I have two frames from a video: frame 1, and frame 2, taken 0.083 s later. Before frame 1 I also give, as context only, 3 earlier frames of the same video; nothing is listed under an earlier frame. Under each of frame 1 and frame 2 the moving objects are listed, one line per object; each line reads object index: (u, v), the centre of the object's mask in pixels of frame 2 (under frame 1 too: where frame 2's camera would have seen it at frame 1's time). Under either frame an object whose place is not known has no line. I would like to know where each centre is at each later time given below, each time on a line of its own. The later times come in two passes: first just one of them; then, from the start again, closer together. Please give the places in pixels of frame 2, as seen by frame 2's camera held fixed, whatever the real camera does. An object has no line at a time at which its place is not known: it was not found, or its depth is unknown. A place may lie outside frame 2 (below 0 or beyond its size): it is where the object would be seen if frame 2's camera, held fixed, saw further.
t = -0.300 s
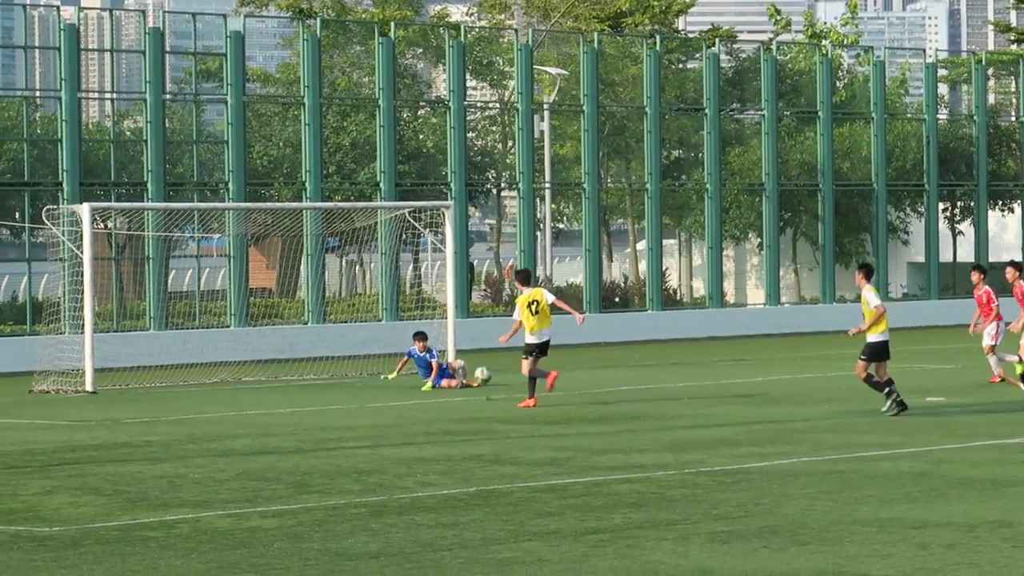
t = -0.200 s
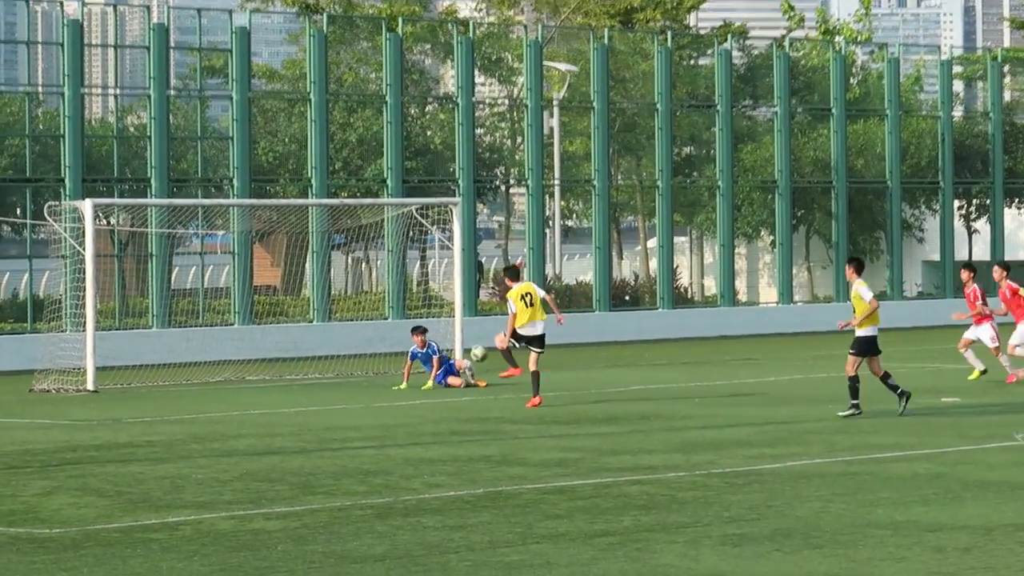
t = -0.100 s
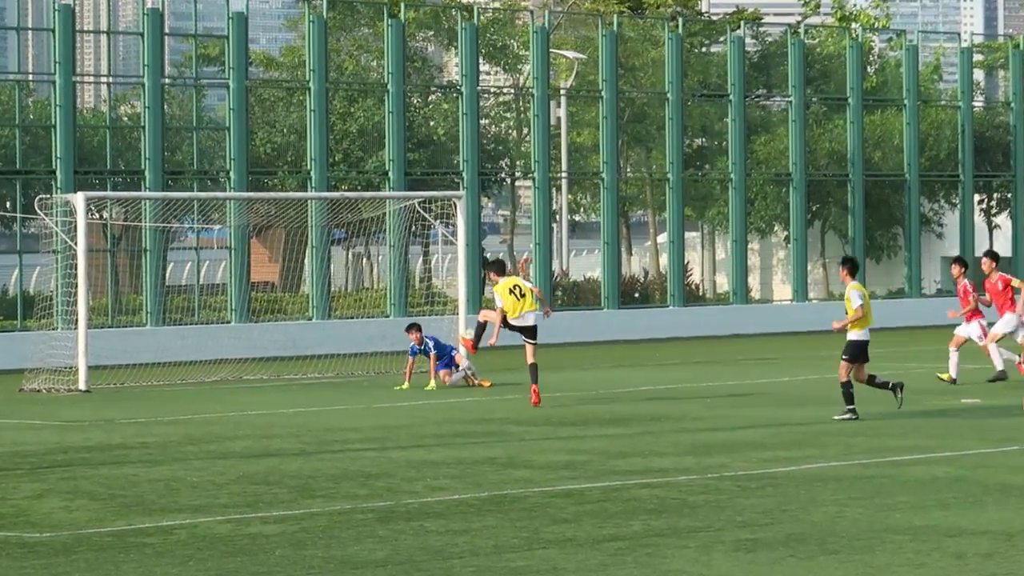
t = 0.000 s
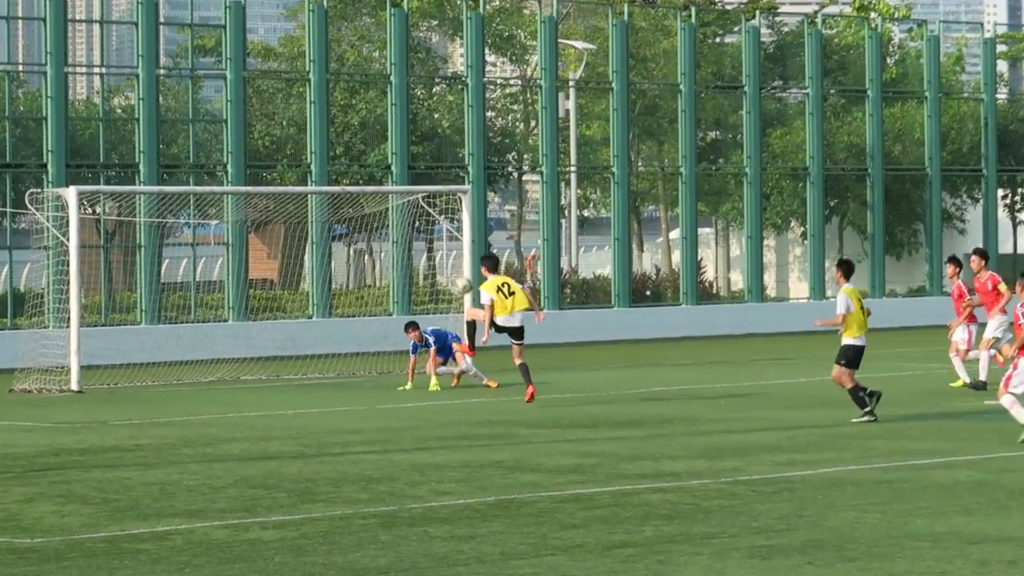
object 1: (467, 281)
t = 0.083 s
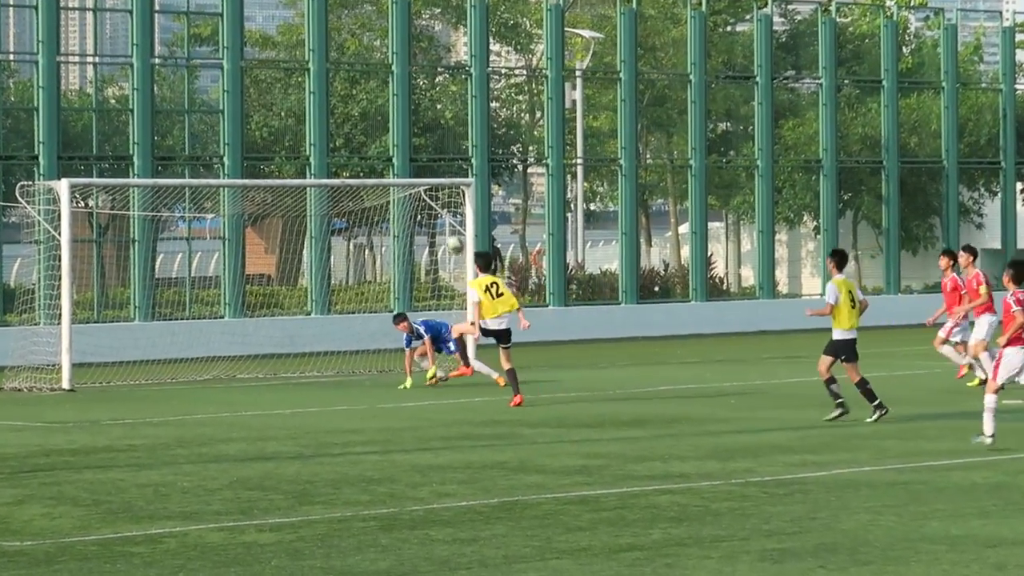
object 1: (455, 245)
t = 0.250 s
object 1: (432, 193)
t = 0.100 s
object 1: (450, 241)
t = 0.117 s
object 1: (450, 235)
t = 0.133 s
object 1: (447, 226)
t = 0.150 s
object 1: (445, 220)
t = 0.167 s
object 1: (443, 219)
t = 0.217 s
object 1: (436, 201)
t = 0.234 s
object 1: (434, 193)
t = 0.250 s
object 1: (432, 193)
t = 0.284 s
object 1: (427, 180)
